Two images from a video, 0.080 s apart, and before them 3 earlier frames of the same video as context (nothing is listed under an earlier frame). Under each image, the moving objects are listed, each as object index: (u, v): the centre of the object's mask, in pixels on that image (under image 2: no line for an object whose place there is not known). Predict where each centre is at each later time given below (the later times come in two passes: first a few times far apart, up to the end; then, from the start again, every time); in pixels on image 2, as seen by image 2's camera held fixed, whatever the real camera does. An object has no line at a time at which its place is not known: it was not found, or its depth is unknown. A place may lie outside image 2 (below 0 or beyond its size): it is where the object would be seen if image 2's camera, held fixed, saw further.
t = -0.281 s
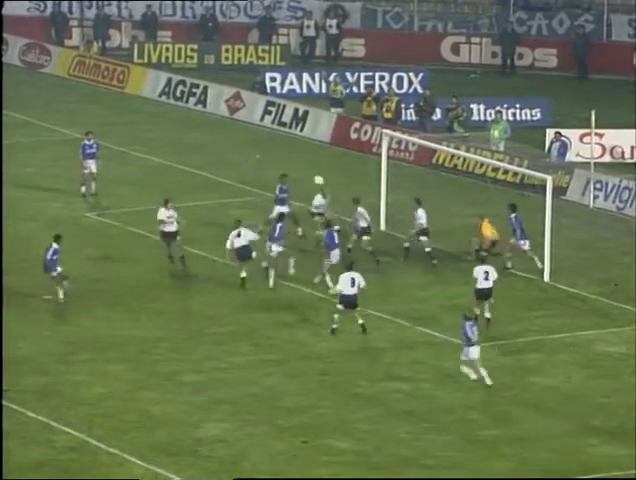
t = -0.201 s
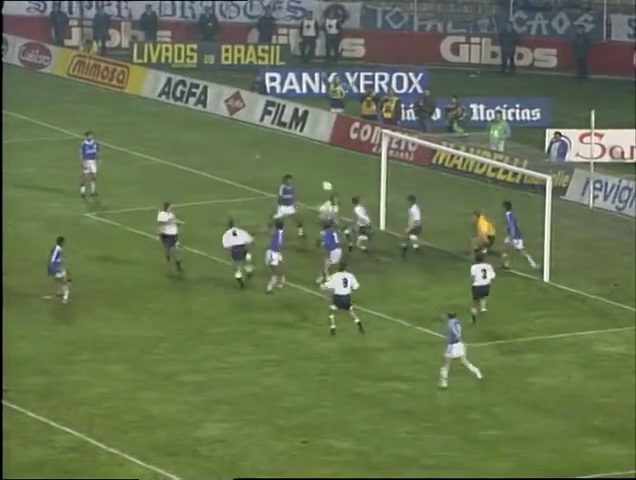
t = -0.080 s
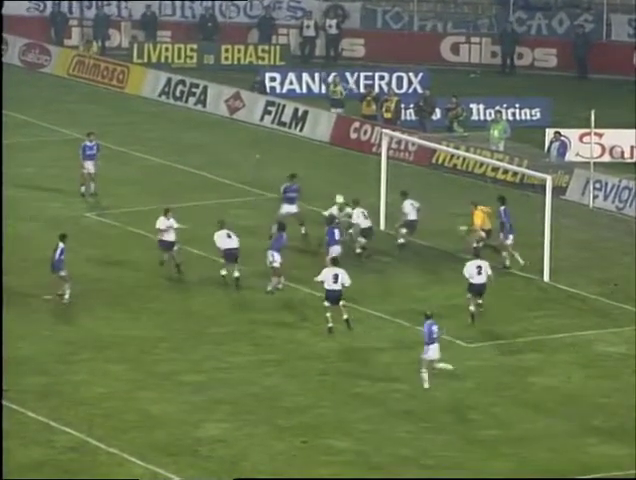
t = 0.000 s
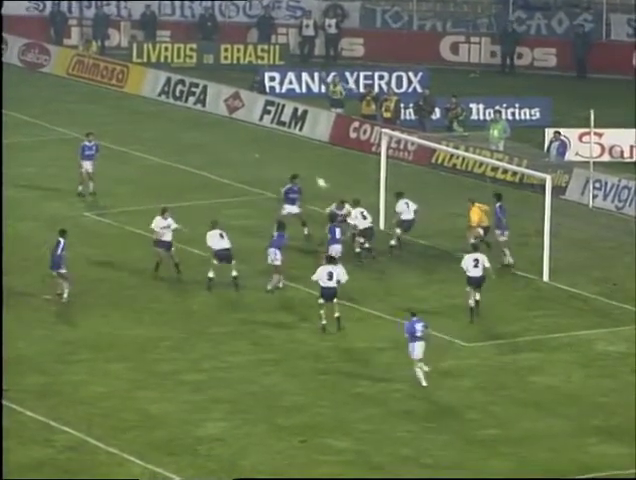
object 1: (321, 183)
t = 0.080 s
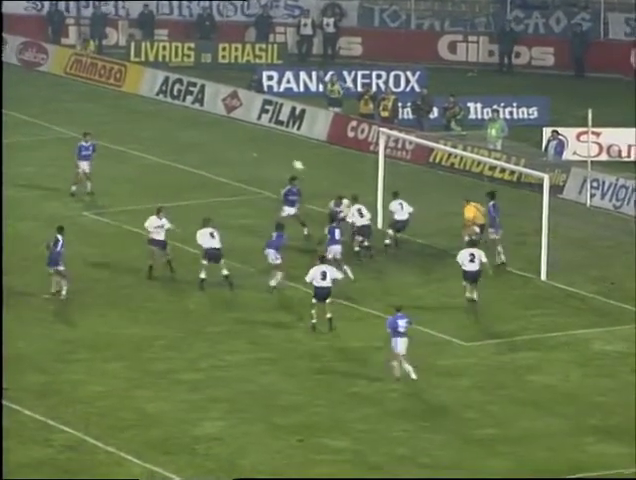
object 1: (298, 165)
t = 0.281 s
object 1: (245, 134)
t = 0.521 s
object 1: (183, 118)
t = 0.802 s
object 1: (111, 127)
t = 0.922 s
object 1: (82, 141)
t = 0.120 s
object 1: (287, 157)
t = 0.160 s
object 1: (277, 151)
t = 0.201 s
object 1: (266, 144)
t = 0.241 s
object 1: (256, 139)
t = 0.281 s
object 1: (245, 134)
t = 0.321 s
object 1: (234, 130)
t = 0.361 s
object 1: (224, 125)
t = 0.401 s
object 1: (214, 123)
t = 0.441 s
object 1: (204, 120)
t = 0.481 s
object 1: (193, 119)
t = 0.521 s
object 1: (183, 118)
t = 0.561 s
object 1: (173, 117)
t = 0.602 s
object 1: (162, 117)
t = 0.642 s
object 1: (152, 118)
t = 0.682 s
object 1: (142, 119)
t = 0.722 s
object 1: (132, 121)
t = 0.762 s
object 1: (122, 124)
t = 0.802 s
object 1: (111, 127)
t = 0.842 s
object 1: (102, 131)
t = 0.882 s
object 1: (92, 136)
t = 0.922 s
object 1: (82, 141)
